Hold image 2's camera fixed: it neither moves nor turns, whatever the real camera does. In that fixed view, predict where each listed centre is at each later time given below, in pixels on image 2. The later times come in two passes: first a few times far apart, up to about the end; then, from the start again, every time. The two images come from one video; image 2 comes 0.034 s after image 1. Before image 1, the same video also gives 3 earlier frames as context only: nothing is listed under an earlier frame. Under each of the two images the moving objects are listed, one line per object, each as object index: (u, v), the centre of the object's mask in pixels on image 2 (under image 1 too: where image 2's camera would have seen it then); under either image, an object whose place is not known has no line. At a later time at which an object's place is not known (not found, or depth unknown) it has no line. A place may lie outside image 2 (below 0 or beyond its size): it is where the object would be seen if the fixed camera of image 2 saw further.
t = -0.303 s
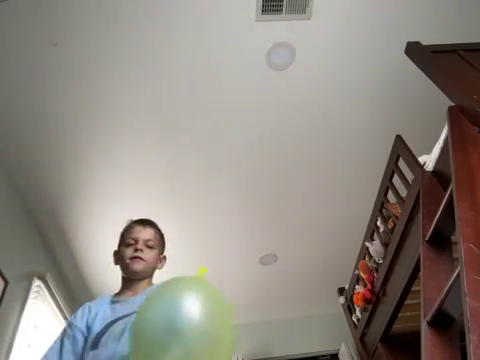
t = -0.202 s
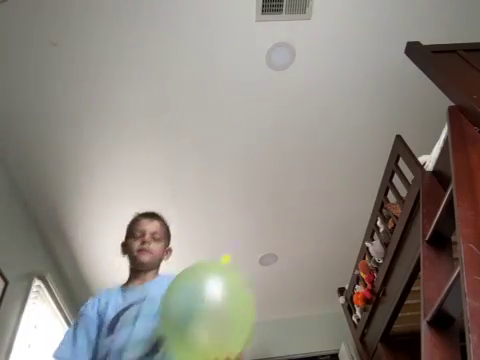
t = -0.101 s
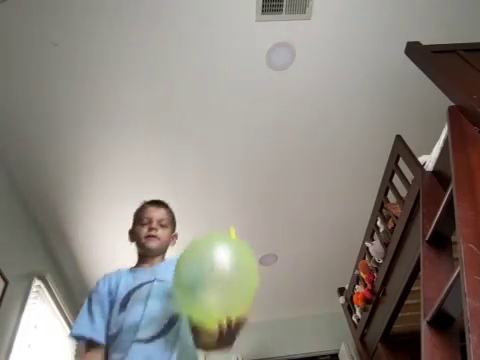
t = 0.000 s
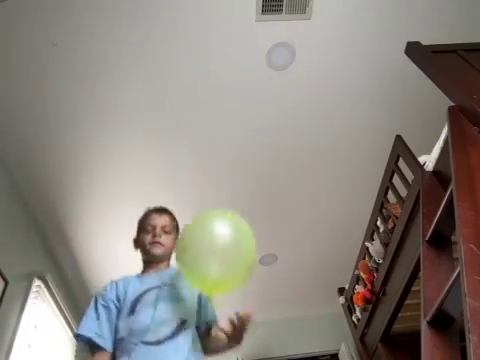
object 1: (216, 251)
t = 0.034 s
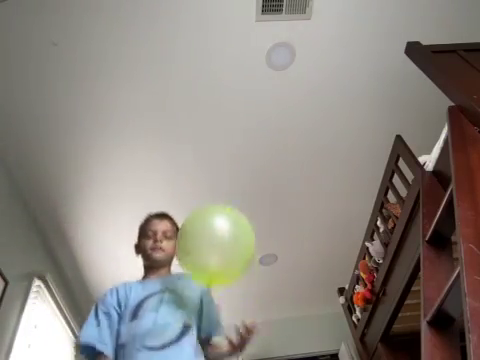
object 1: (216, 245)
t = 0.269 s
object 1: (215, 235)
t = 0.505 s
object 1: (221, 267)
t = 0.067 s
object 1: (215, 241)
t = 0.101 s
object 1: (215, 239)
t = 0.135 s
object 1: (215, 237)
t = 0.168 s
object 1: (215, 235)
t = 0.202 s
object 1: (215, 234)
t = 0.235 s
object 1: (215, 233)
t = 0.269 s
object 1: (215, 235)
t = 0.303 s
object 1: (216, 237)
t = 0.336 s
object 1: (216, 238)
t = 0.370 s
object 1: (217, 241)
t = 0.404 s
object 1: (218, 246)
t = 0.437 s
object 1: (218, 252)
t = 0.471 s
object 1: (219, 258)
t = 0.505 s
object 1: (221, 267)
